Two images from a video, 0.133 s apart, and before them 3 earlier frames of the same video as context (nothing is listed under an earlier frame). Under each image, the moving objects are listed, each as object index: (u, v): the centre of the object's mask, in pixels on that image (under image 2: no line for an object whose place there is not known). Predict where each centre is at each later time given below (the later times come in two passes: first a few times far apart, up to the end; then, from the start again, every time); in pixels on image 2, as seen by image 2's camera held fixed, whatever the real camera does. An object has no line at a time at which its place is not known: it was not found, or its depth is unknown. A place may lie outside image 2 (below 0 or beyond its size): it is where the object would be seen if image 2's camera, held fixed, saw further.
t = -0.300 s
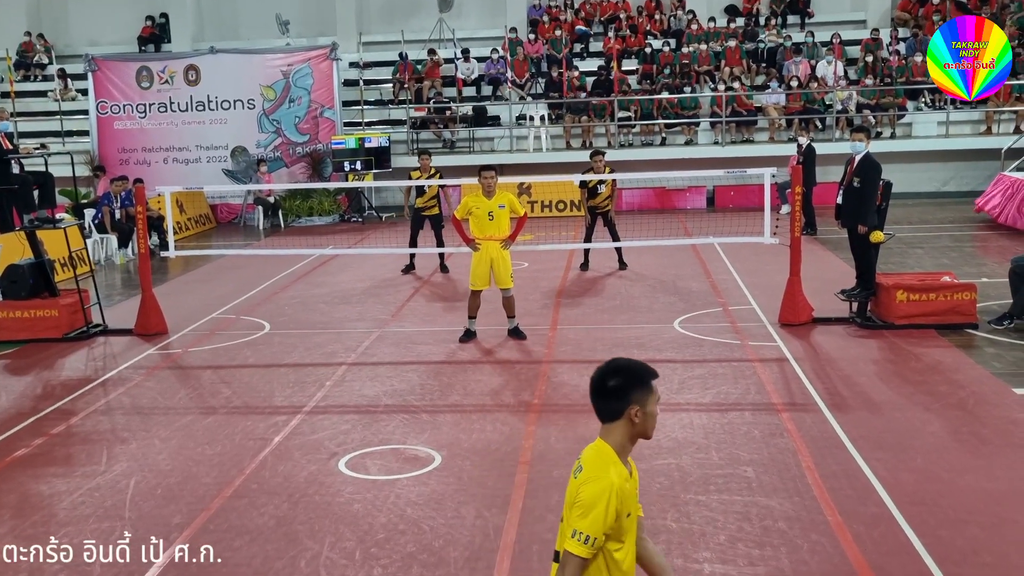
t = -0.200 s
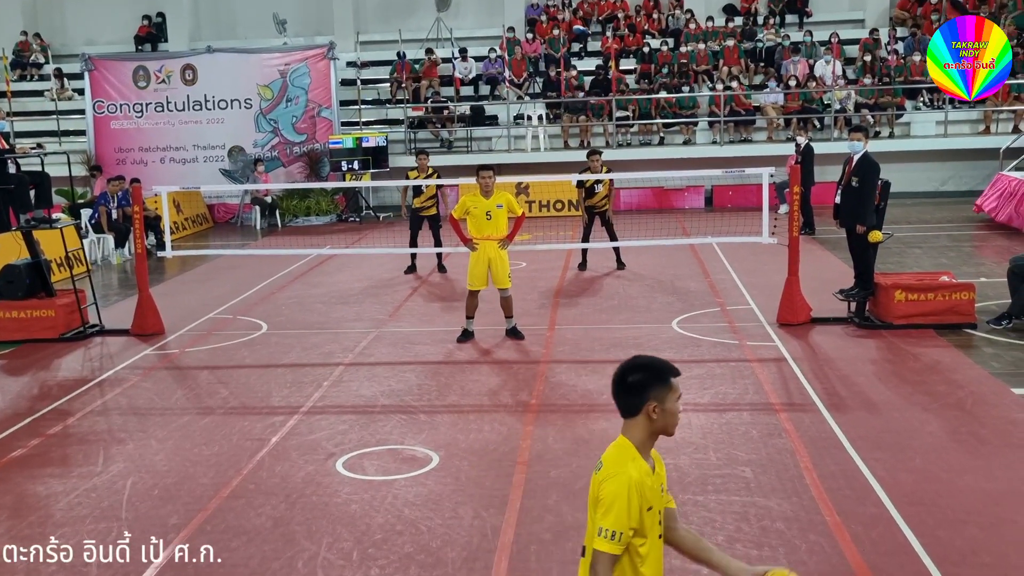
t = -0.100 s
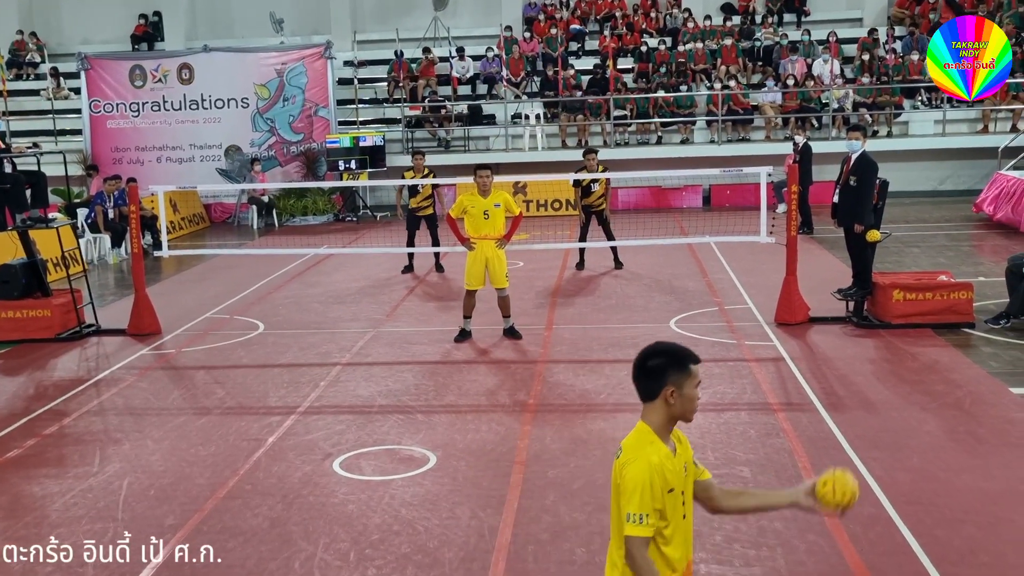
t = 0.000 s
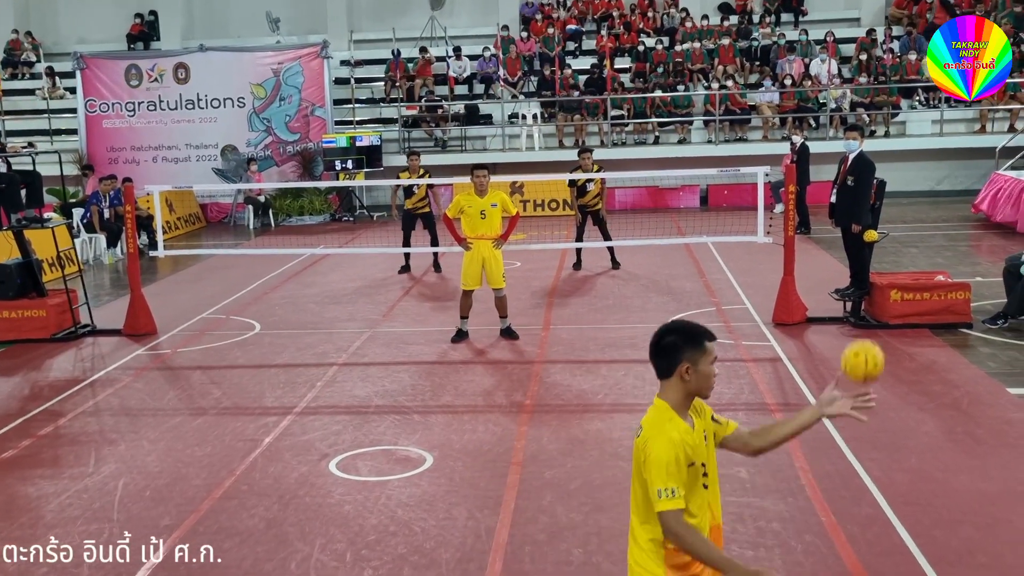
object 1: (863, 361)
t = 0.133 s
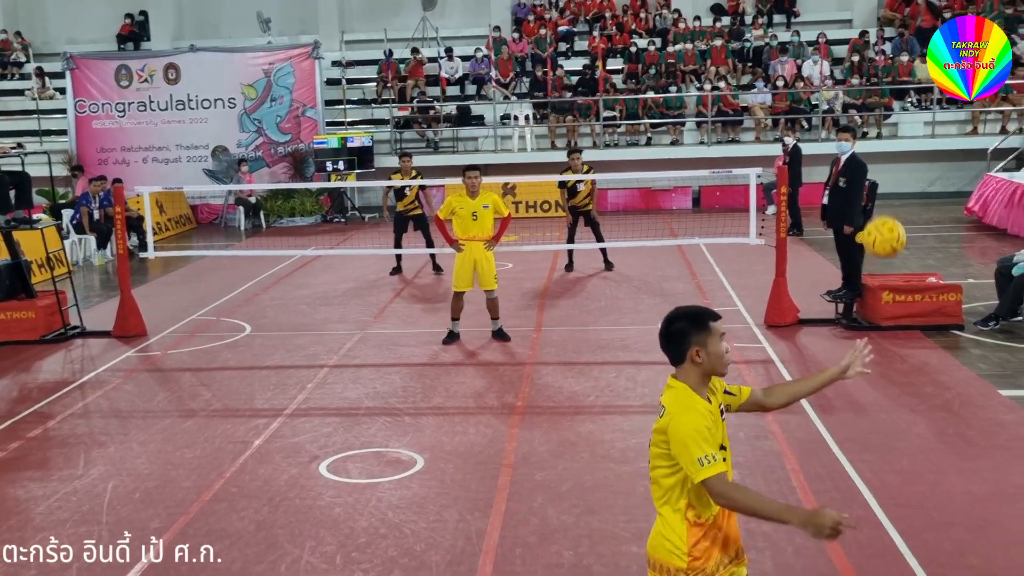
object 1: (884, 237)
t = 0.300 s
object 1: (918, 154)
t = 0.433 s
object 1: (939, 146)
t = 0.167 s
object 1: (891, 213)
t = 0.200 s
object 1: (899, 193)
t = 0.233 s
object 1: (905, 177)
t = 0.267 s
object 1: (912, 164)
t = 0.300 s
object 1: (918, 154)
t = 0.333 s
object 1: (924, 147)
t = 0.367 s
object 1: (929, 143)
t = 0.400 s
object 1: (935, 144)
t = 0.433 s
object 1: (939, 146)
